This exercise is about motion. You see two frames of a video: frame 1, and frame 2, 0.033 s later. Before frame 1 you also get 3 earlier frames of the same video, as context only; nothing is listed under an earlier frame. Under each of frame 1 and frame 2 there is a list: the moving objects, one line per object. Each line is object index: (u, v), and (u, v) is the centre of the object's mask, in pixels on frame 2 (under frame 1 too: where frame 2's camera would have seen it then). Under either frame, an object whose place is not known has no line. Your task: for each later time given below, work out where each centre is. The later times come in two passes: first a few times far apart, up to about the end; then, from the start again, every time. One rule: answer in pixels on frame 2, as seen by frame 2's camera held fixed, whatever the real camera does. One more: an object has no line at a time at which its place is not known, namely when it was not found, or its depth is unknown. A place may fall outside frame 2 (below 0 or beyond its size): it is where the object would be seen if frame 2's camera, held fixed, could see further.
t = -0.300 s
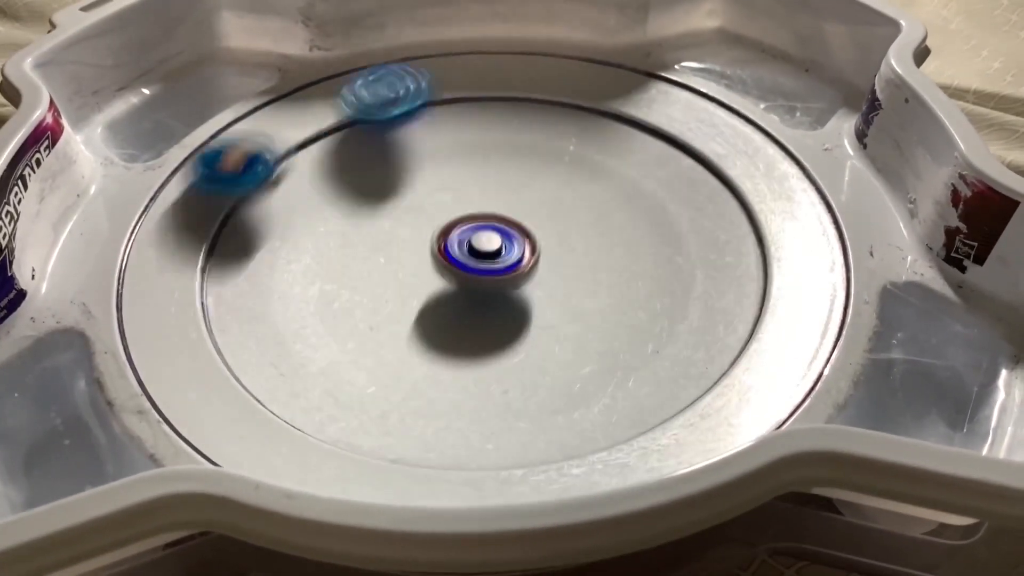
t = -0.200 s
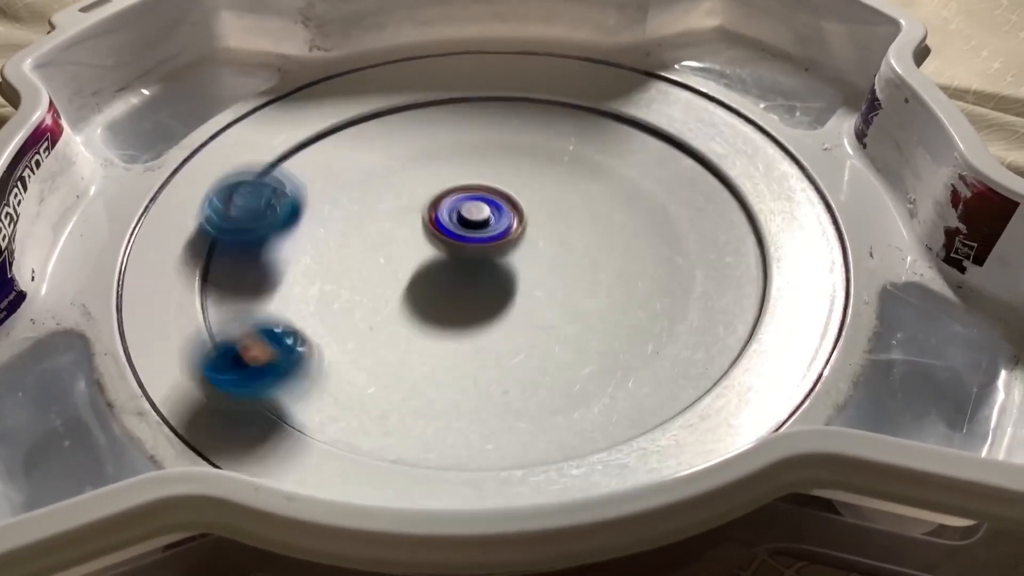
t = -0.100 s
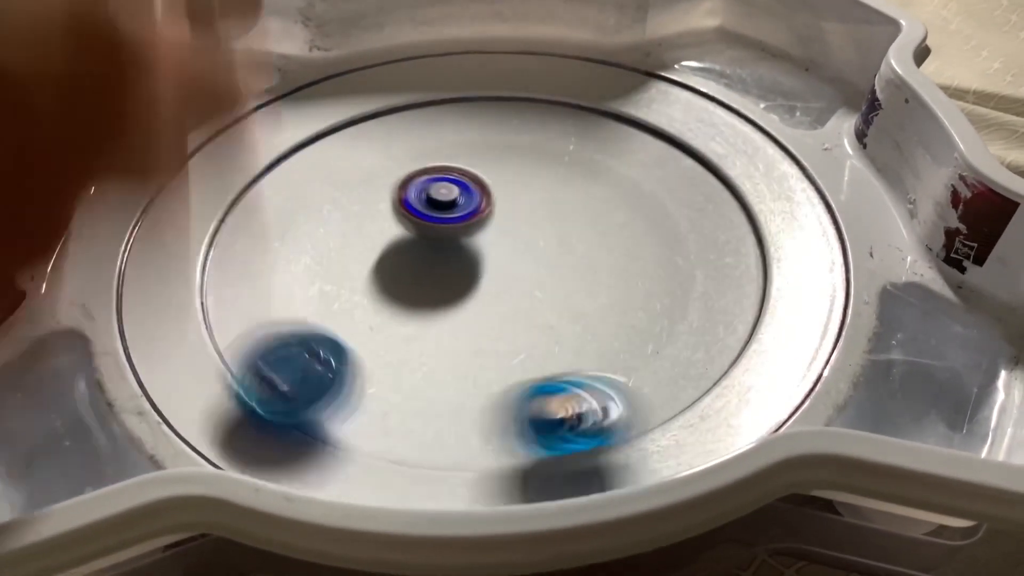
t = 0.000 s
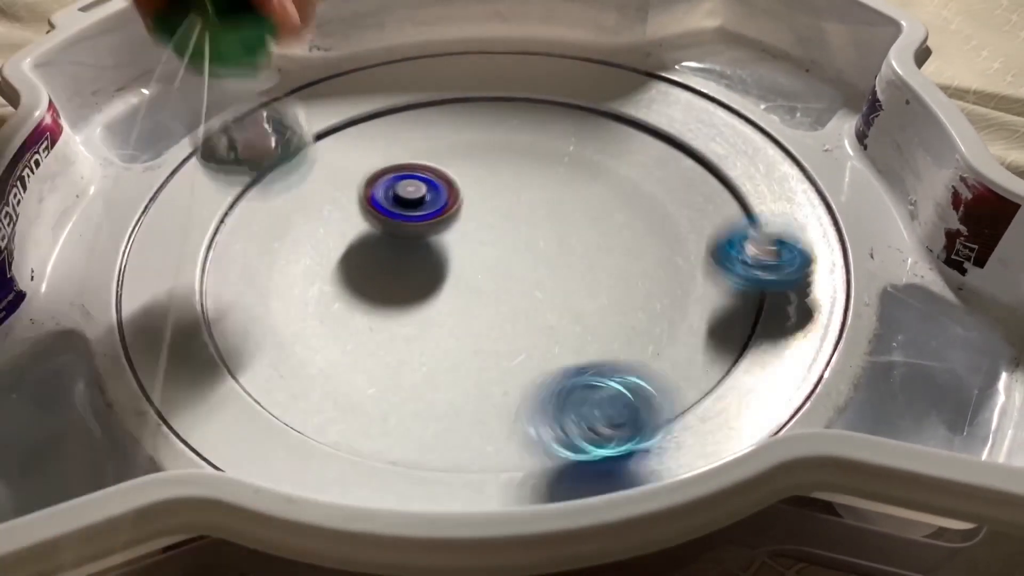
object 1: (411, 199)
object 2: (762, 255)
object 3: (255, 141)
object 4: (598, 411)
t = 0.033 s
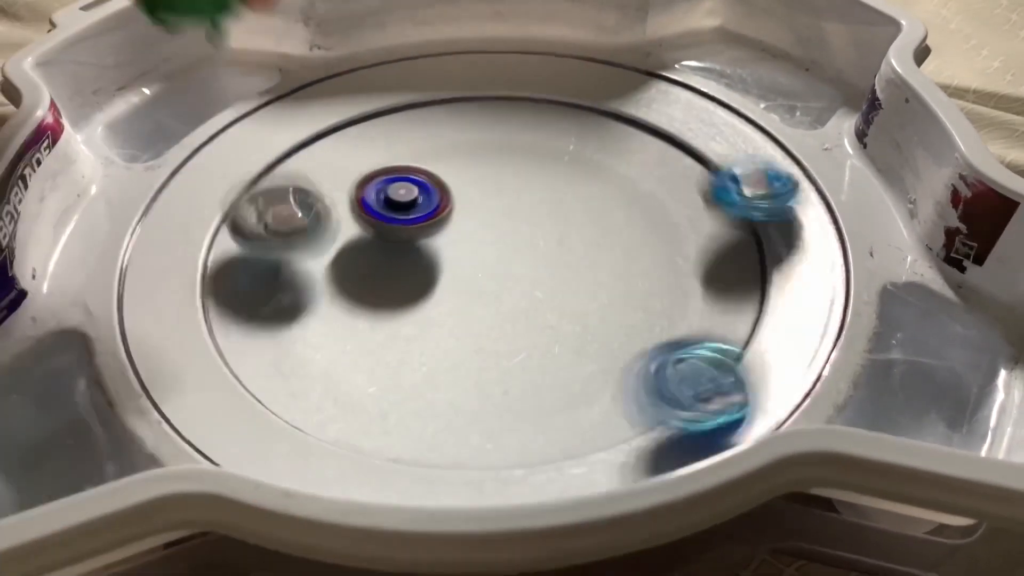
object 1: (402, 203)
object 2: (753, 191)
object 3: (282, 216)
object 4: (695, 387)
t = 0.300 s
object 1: (427, 249)
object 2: (225, 190)
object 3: (679, 223)
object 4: (760, 64)
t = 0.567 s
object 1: (505, 197)
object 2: (715, 325)
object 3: (320, 114)
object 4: (528, 49)
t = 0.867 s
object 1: (431, 178)
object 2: (414, 76)
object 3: (676, 367)
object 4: (276, 373)
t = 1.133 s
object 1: (466, 244)
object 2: (298, 378)
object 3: (417, 77)
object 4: (711, 139)
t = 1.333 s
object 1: (548, 230)
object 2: (681, 290)
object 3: (307, 381)
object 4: (274, 134)
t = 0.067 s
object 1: (396, 207)
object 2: (715, 138)
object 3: (303, 239)
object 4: (783, 350)
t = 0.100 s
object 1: (390, 213)
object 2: (652, 96)
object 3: (333, 280)
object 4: (848, 303)
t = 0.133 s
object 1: (387, 221)
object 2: (586, 76)
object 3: (377, 304)
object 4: (854, 240)
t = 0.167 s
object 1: (386, 228)
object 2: (504, 65)
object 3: (443, 314)
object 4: (846, 187)
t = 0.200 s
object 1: (391, 236)
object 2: (424, 73)
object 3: (516, 314)
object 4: (834, 139)
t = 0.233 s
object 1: (400, 241)
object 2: (344, 94)
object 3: (582, 294)
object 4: (811, 104)
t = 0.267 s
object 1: (414, 246)
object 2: (275, 134)
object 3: (639, 266)
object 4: (781, 80)
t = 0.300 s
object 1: (427, 249)
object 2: (225, 190)
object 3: (679, 223)
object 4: (760, 64)
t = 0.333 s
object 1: (441, 248)
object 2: (204, 256)
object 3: (697, 174)
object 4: (744, 51)
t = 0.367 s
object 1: (454, 245)
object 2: (228, 326)
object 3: (695, 123)
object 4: (717, 44)
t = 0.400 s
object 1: (466, 239)
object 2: (306, 386)
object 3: (633, 95)
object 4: (687, 40)
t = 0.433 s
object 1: (480, 231)
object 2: (406, 421)
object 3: (560, 91)
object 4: (667, 39)
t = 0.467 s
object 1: (487, 223)
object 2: (514, 424)
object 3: (500, 82)
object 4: (649, 42)
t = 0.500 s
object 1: (497, 216)
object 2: (603, 406)
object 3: (445, 73)
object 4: (622, 43)
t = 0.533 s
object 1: (502, 207)
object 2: (674, 371)
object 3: (384, 82)
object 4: (581, 45)
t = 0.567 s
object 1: (505, 197)
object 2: (715, 325)
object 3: (320, 114)
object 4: (528, 49)
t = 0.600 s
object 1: (504, 189)
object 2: (733, 281)
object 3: (265, 148)
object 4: (473, 57)
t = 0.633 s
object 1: (498, 182)
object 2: (727, 235)
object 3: (229, 192)
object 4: (416, 71)
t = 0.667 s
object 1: (491, 176)
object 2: (706, 195)
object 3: (212, 246)
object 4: (358, 96)
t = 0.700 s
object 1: (483, 170)
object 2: (672, 157)
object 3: (226, 303)
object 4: (307, 128)
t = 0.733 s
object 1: (472, 167)
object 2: (626, 127)
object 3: (276, 355)
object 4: (260, 169)
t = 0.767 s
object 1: (459, 166)
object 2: (581, 100)
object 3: (357, 394)
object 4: (226, 213)
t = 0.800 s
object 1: (449, 168)
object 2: (530, 81)
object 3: (460, 416)
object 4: (204, 265)
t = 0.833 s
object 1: (440, 172)
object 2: (474, 70)
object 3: (574, 408)
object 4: (221, 322)
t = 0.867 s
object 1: (431, 178)
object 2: (414, 76)
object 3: (676, 367)
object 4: (276, 373)
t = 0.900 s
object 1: (427, 187)
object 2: (355, 96)
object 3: (736, 305)
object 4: (359, 411)
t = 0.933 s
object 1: (422, 196)
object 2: (301, 123)
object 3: (759, 242)
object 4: (455, 428)
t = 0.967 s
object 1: (423, 206)
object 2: (255, 157)
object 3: (741, 179)
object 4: (563, 418)
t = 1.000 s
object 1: (427, 217)
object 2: (223, 204)
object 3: (692, 133)
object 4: (658, 378)
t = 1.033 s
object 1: (433, 225)
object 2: (208, 252)
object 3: (635, 94)
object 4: (725, 324)
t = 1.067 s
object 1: (443, 232)
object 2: (216, 299)
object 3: (565, 81)
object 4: (759, 257)
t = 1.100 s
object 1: (454, 239)
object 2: (247, 342)
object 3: (496, 69)
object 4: (752, 193)
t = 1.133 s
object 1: (466, 244)
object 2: (298, 378)
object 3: (417, 77)
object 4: (711, 139)
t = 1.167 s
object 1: (480, 246)
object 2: (366, 398)
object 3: (343, 96)
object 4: (651, 100)
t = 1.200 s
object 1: (494, 248)
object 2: (444, 404)
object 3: (266, 141)
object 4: (577, 76)
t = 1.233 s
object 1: (509, 247)
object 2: (521, 394)
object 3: (219, 202)
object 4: (495, 69)
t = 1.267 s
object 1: (524, 242)
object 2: (587, 369)
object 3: (201, 264)
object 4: (415, 74)
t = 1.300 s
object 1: (538, 236)
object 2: (644, 334)
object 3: (234, 330)
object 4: (339, 96)
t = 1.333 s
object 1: (548, 230)
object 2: (681, 290)
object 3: (307, 381)
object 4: (274, 134)
